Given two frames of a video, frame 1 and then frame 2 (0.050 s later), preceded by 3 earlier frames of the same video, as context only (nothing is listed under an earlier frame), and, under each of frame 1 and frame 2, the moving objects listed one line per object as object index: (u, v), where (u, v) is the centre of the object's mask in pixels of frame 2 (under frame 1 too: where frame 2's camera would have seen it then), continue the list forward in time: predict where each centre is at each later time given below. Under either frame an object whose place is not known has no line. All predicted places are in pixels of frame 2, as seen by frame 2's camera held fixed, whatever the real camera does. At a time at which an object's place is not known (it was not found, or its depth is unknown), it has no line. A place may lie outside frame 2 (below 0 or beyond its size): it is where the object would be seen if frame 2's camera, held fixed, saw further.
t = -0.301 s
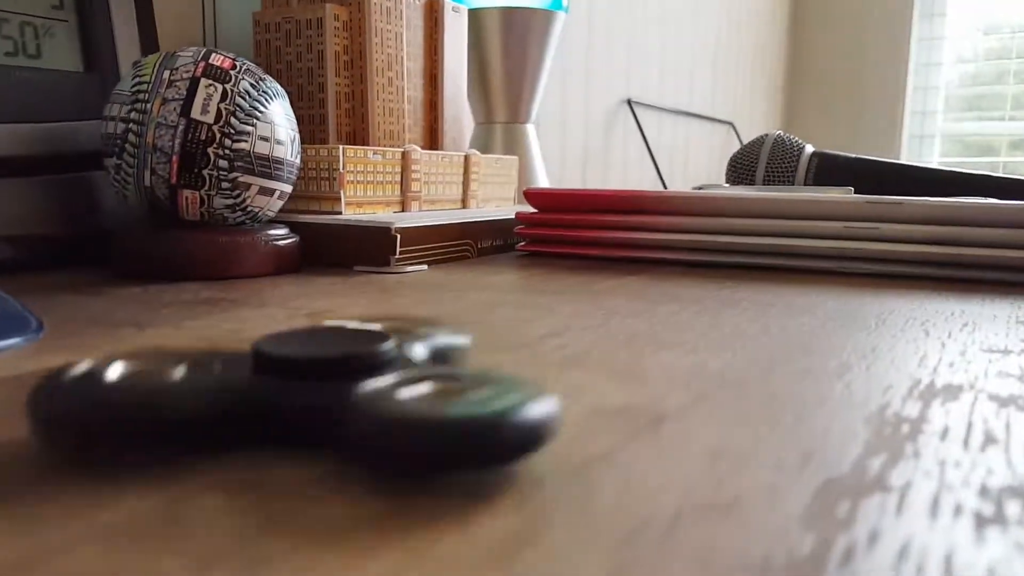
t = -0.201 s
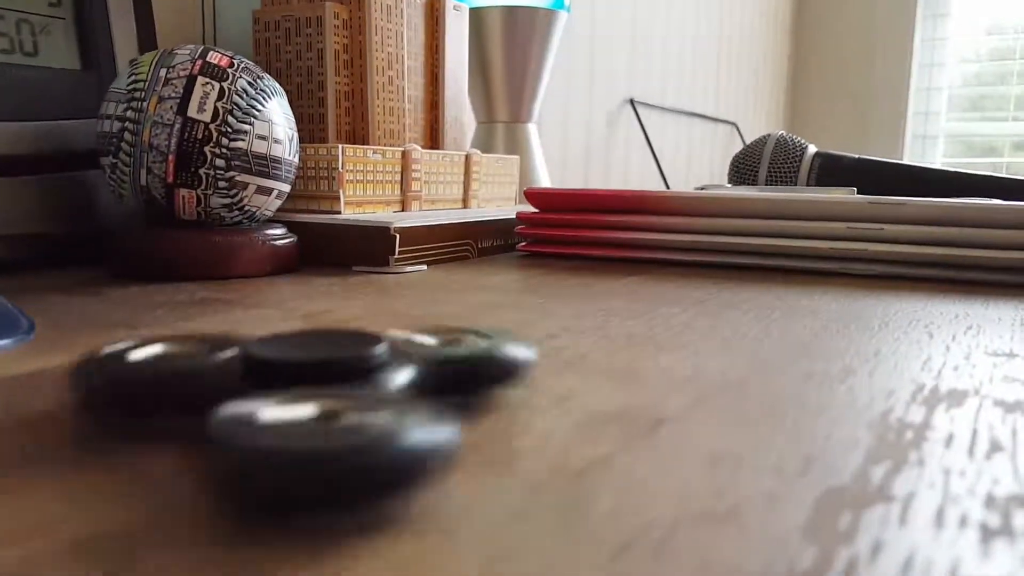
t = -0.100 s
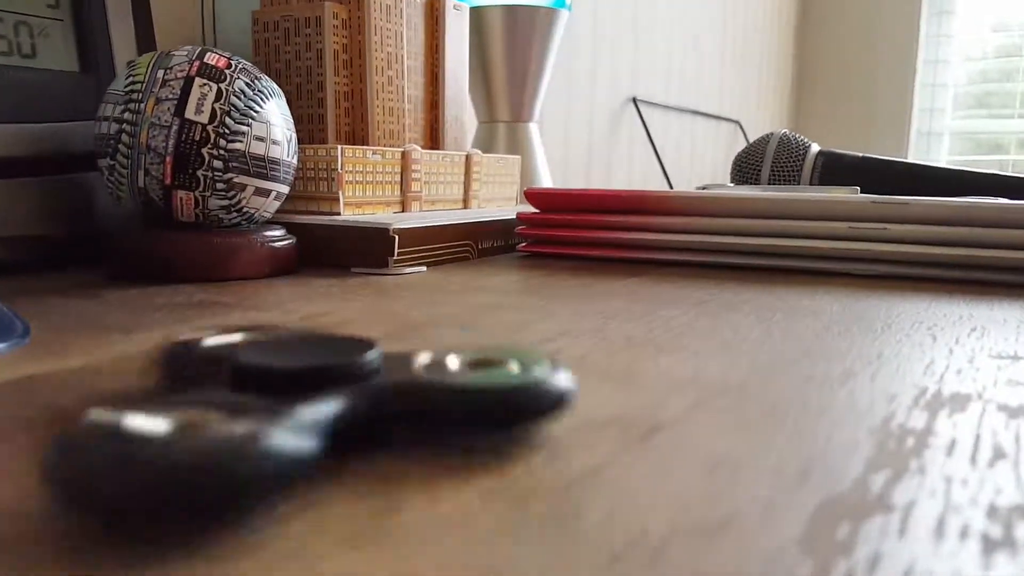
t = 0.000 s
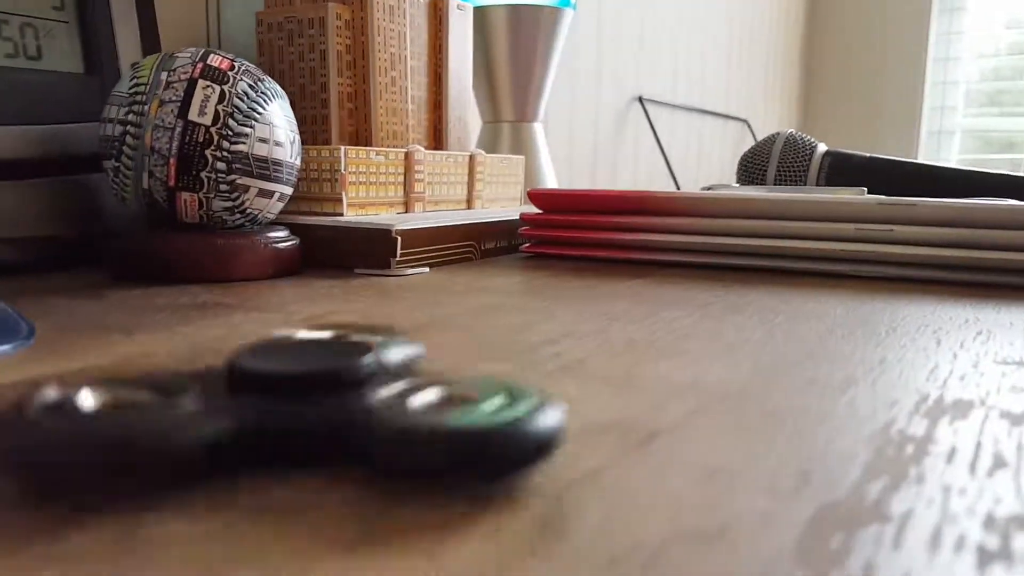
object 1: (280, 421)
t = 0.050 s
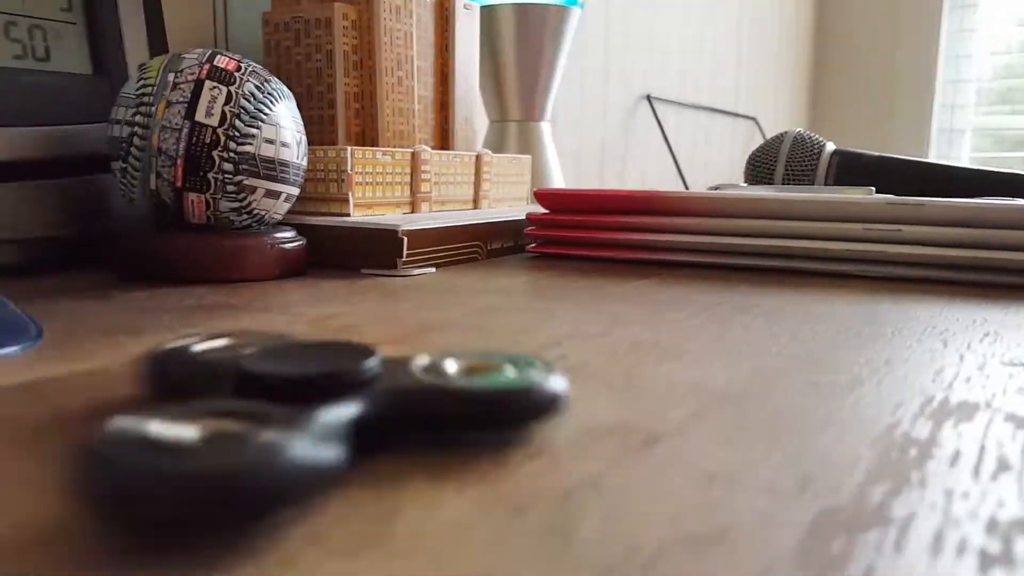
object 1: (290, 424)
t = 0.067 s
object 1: (298, 421)
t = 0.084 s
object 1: (299, 419)
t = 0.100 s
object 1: (294, 419)
